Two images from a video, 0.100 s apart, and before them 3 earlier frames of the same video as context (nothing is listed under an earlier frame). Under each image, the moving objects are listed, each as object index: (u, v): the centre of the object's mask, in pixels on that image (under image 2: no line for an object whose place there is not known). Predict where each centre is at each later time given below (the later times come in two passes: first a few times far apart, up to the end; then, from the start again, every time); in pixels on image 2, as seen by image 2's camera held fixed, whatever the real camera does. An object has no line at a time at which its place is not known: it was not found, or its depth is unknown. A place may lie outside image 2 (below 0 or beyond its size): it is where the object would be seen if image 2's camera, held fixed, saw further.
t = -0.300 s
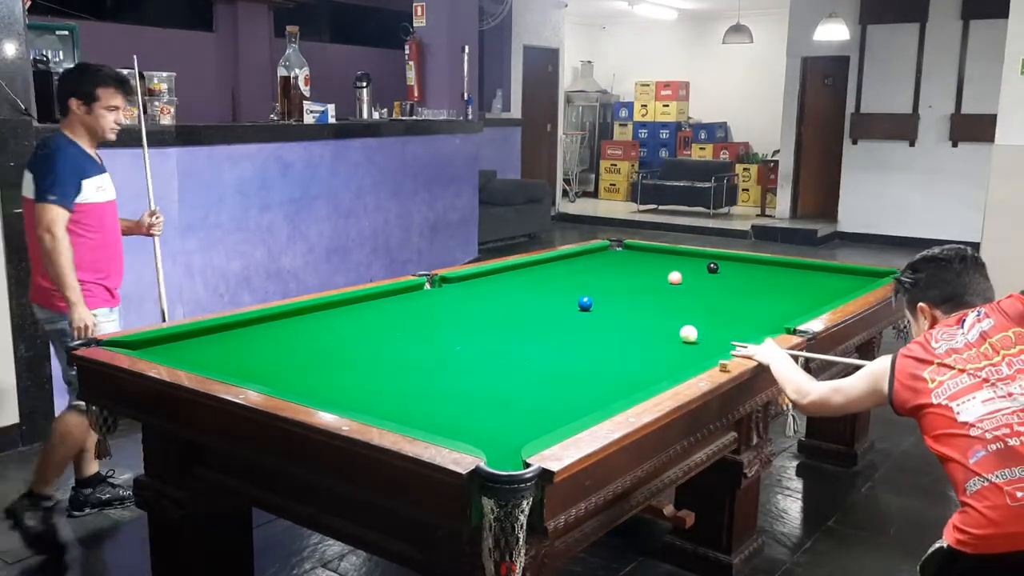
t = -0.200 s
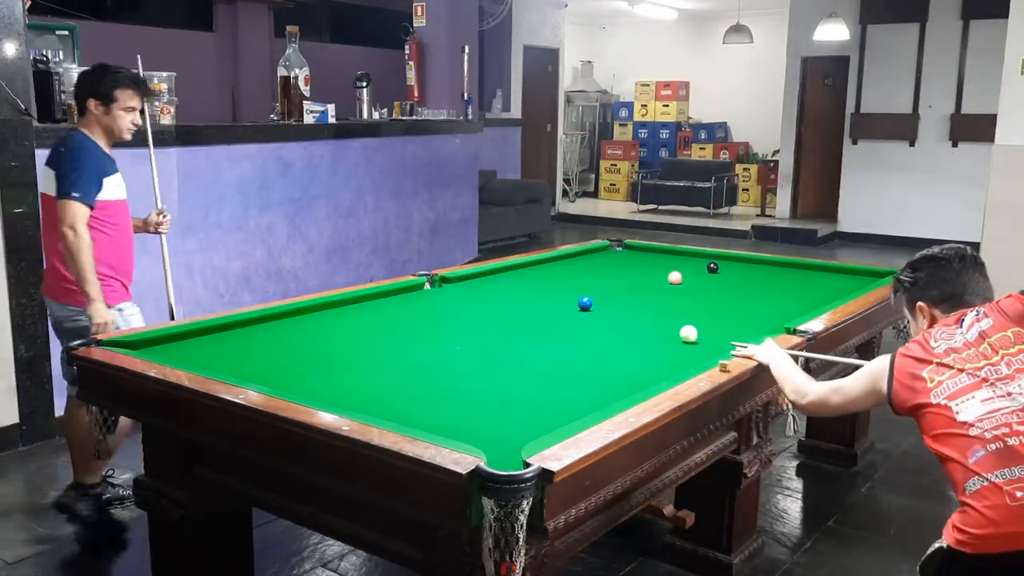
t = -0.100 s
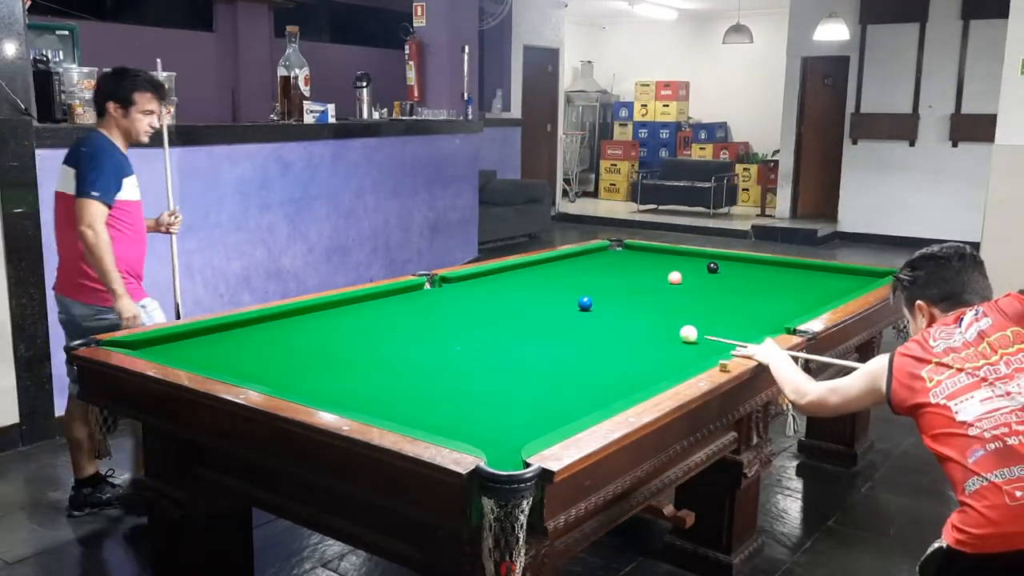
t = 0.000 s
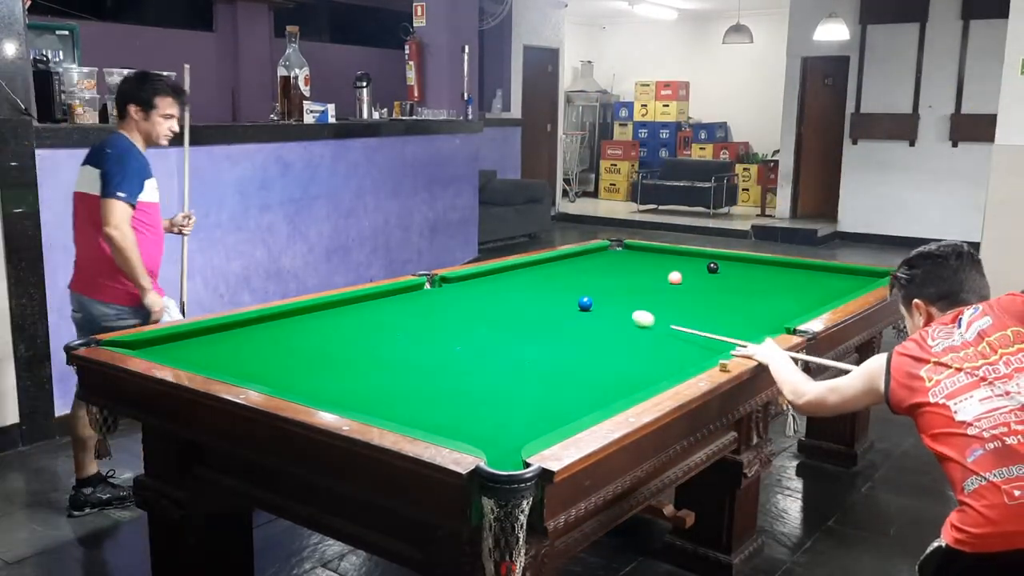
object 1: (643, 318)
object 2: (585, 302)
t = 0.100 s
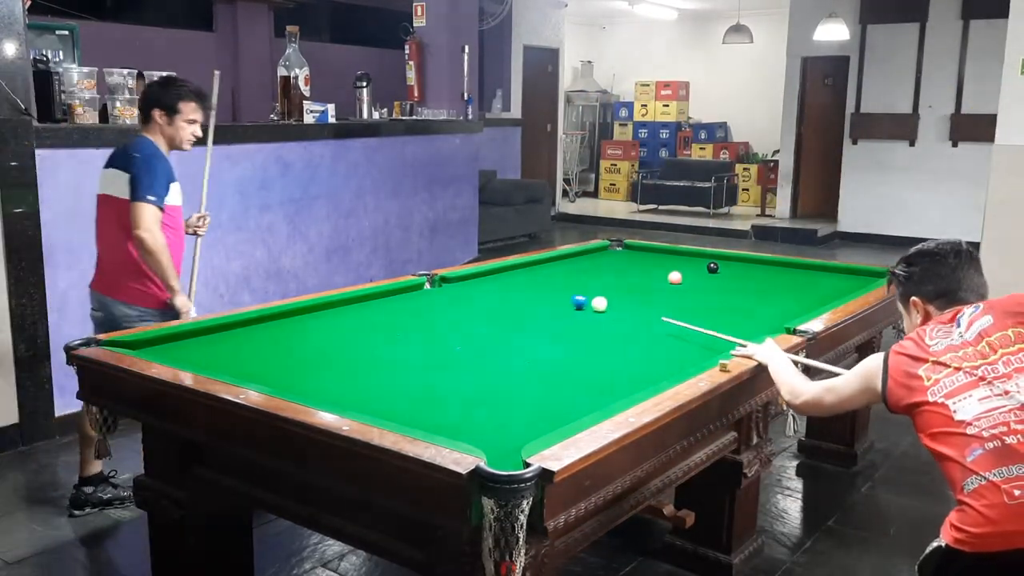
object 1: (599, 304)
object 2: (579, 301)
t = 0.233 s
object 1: (612, 298)
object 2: (514, 291)
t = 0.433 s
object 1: (624, 289)
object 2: (442, 280)
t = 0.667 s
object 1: (636, 280)
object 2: (429, 285)
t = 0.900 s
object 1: (647, 272)
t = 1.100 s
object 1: (655, 266)
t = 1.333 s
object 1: (663, 259)
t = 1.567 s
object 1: (671, 254)
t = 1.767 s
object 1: (670, 252)
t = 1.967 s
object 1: (659, 254)
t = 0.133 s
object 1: (603, 302)
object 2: (561, 298)
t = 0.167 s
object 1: (607, 301)
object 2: (545, 296)
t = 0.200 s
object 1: (610, 299)
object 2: (529, 293)
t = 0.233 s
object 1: (612, 298)
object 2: (514, 291)
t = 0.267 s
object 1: (615, 296)
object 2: (500, 289)
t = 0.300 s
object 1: (617, 294)
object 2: (487, 287)
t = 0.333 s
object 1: (619, 293)
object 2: (474, 286)
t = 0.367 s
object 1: (621, 291)
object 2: (463, 283)
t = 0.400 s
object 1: (622, 290)
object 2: (453, 282)
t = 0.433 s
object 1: (624, 289)
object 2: (442, 280)
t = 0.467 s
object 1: (626, 287)
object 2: (433, 279)
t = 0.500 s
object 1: (628, 286)
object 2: (427, 280)
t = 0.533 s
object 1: (630, 285)
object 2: (430, 280)
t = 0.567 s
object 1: (631, 283)
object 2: (434, 281)
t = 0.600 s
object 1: (633, 282)
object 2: (436, 282)
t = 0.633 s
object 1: (635, 281)
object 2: (433, 283)
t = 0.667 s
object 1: (636, 280)
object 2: (429, 285)
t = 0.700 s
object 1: (638, 278)
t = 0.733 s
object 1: (639, 277)
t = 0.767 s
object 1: (641, 276)
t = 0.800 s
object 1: (642, 275)
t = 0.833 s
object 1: (644, 274)
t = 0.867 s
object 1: (645, 273)
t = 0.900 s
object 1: (647, 272)
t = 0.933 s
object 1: (648, 271)
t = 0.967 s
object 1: (650, 270)
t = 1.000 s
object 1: (651, 269)
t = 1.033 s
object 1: (652, 268)
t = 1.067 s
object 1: (654, 267)
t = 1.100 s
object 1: (655, 266)
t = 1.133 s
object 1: (656, 265)
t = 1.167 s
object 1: (658, 264)
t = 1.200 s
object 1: (659, 263)
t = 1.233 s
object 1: (660, 262)
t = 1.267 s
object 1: (661, 261)
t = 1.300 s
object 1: (662, 260)
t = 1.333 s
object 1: (663, 259)
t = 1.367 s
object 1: (664, 259)
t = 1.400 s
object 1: (666, 258)
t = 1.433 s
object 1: (667, 257)
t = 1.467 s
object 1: (668, 256)
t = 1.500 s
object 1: (669, 255)
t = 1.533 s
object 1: (670, 254)
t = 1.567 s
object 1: (671, 254)
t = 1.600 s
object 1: (672, 253)
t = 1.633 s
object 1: (673, 252)
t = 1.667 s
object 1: (674, 252)
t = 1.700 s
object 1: (674, 251)
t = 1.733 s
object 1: (672, 252)
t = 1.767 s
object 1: (670, 252)
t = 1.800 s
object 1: (668, 252)
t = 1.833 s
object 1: (666, 253)
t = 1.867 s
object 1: (664, 253)
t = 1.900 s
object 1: (662, 253)
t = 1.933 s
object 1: (661, 254)
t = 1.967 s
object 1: (659, 254)
